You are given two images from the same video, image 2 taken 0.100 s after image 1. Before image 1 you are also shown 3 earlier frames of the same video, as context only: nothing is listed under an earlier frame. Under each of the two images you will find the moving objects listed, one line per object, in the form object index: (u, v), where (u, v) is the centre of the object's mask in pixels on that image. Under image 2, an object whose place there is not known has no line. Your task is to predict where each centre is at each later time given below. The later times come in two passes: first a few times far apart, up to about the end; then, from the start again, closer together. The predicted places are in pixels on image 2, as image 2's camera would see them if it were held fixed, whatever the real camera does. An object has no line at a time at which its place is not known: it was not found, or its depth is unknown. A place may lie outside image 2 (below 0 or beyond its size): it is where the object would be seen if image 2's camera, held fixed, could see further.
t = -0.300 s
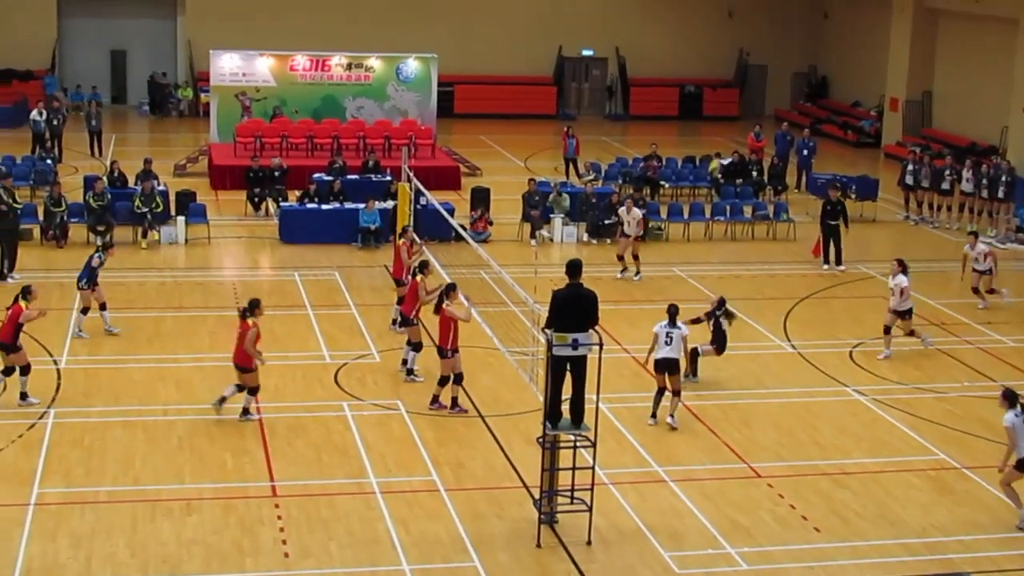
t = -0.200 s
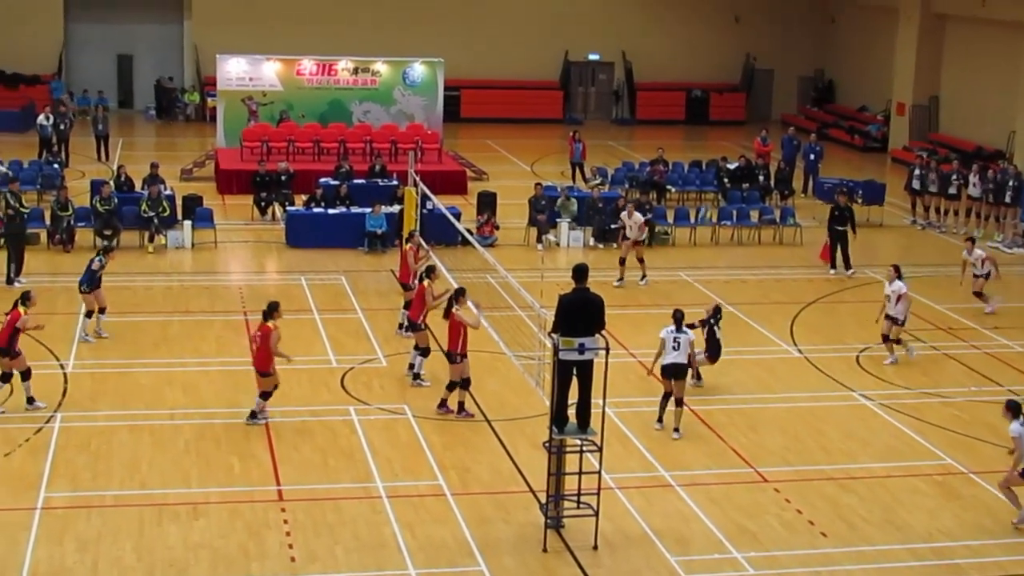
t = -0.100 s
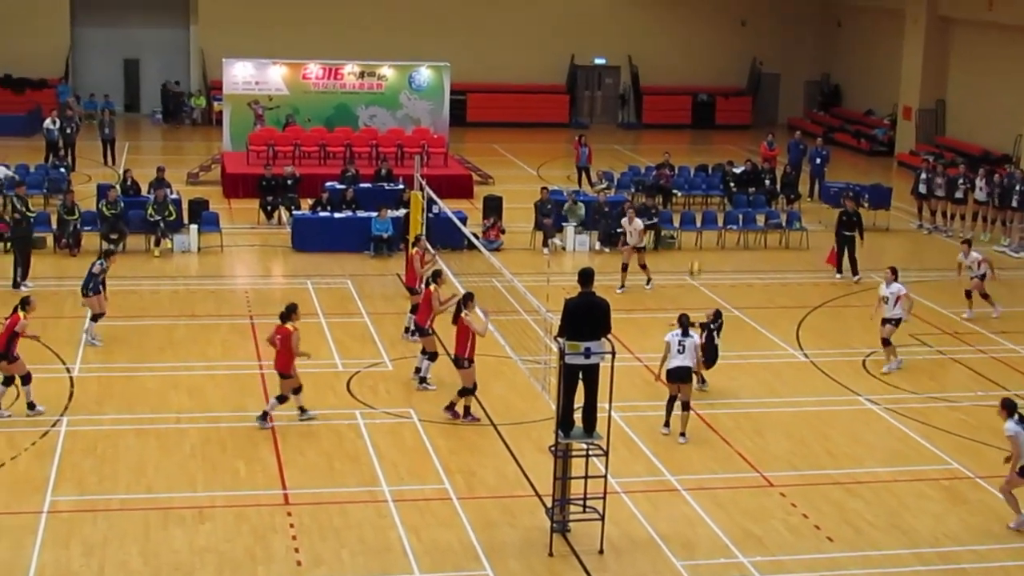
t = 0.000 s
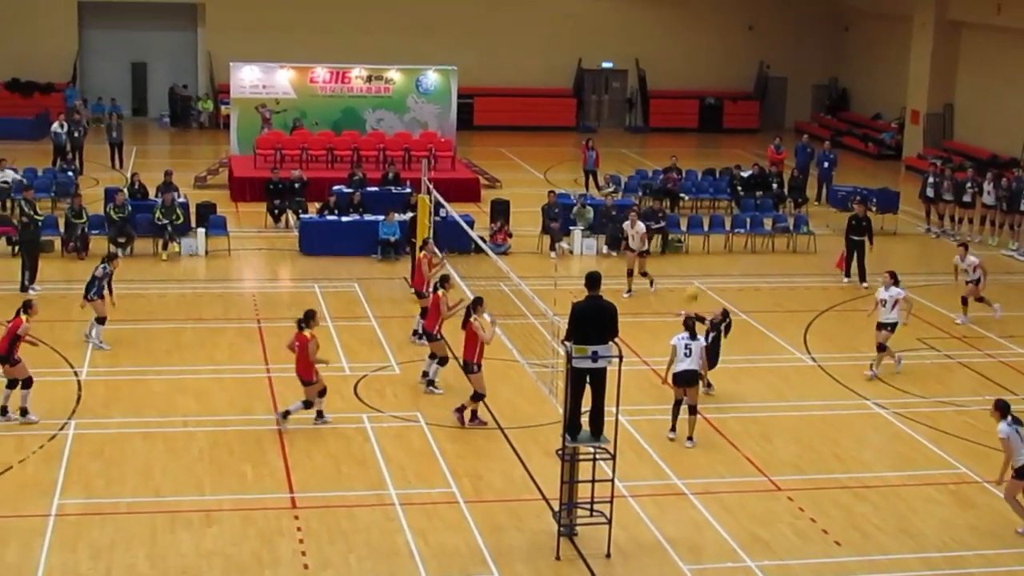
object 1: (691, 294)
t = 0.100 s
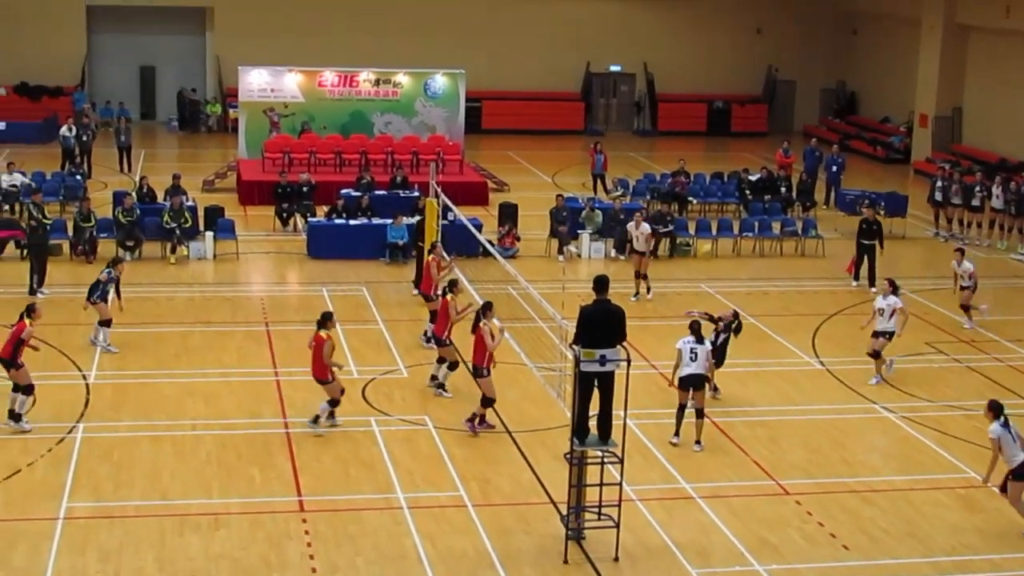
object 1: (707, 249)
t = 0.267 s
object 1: (717, 188)
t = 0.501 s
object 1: (732, 131)
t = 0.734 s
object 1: (746, 110)
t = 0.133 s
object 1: (709, 235)
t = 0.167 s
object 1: (711, 224)
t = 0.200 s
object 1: (713, 210)
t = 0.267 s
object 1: (717, 188)
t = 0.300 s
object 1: (719, 178)
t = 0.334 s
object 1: (722, 168)
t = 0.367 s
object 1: (724, 158)
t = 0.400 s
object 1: (726, 151)
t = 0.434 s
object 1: (728, 143)
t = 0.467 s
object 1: (730, 136)
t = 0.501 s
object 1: (732, 131)
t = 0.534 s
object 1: (734, 125)
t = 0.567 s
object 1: (737, 121)
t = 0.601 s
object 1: (738, 117)
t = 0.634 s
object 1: (740, 115)
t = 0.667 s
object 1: (741, 112)
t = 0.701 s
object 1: (744, 111)
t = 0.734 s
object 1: (746, 110)
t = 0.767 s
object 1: (747, 111)
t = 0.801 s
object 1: (749, 112)
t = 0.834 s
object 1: (750, 114)
